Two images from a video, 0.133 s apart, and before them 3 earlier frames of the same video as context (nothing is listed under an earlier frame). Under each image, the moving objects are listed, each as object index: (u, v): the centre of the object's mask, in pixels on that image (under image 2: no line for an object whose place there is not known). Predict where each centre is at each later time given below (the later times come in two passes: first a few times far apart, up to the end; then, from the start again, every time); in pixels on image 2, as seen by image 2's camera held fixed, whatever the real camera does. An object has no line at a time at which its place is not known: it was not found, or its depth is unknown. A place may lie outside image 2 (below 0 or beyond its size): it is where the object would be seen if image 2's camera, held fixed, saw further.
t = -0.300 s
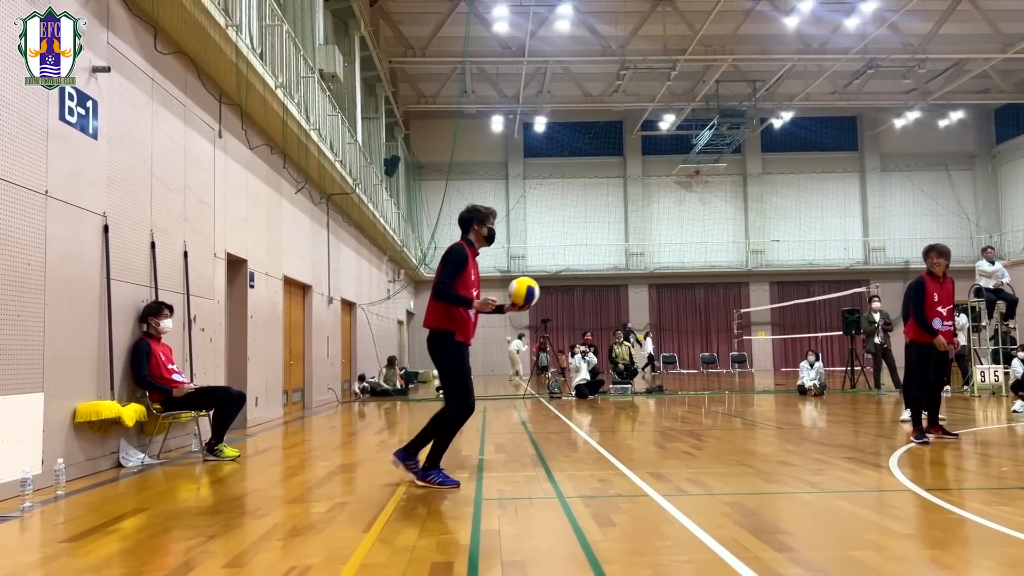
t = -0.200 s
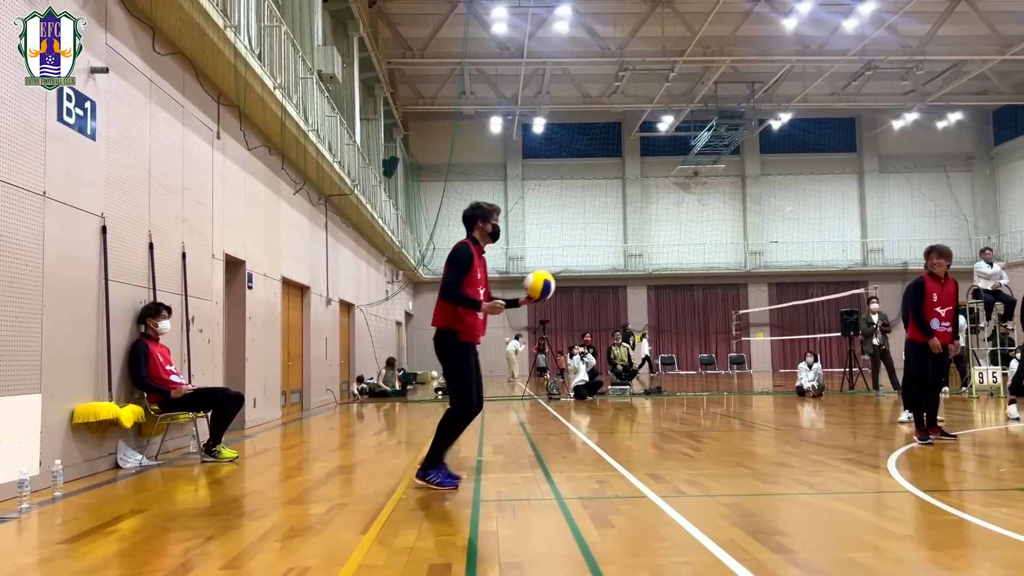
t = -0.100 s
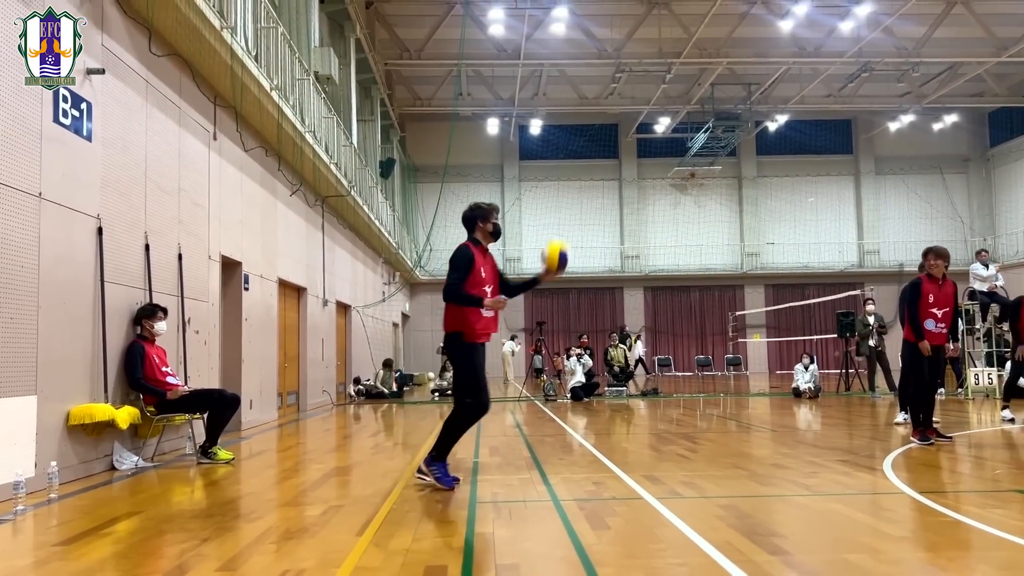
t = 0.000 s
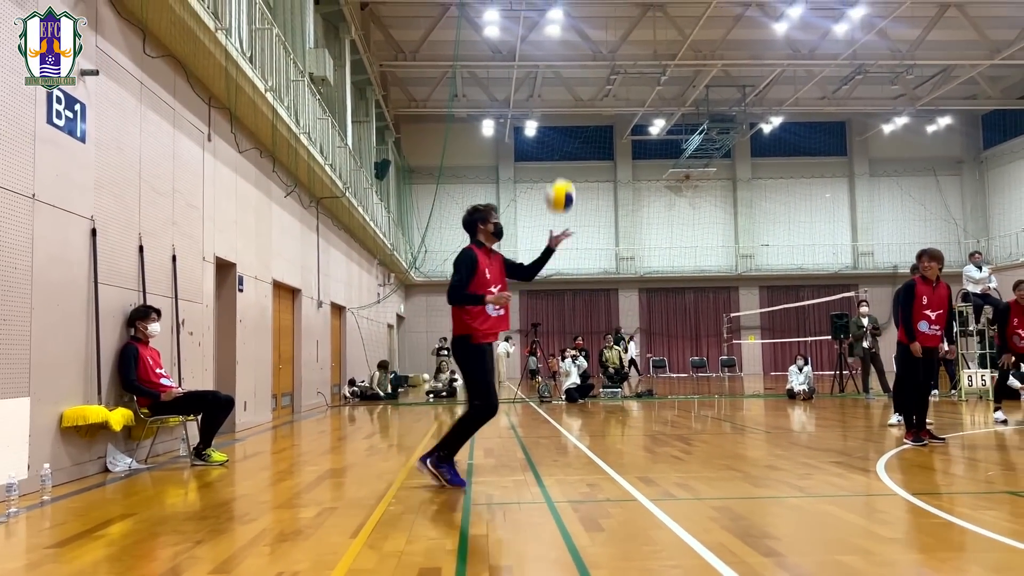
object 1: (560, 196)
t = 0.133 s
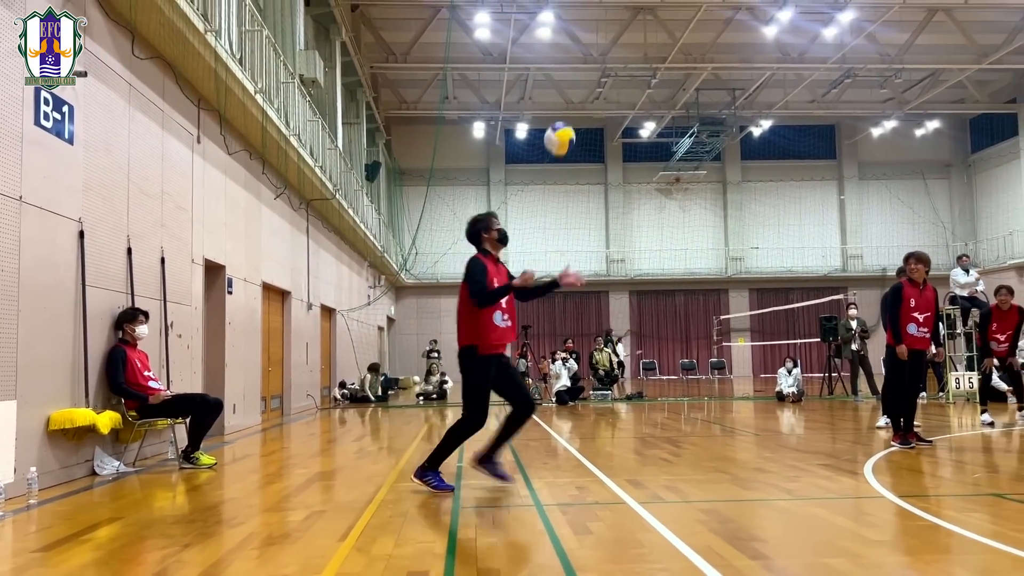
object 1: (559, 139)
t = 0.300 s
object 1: (571, 101)
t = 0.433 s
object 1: (582, 100)
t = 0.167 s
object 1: (562, 128)
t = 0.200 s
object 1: (564, 119)
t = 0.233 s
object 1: (567, 111)
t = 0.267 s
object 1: (569, 105)
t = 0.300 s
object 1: (571, 101)
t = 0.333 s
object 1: (574, 98)
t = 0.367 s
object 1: (577, 97)
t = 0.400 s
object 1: (579, 98)
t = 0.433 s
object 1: (582, 100)
